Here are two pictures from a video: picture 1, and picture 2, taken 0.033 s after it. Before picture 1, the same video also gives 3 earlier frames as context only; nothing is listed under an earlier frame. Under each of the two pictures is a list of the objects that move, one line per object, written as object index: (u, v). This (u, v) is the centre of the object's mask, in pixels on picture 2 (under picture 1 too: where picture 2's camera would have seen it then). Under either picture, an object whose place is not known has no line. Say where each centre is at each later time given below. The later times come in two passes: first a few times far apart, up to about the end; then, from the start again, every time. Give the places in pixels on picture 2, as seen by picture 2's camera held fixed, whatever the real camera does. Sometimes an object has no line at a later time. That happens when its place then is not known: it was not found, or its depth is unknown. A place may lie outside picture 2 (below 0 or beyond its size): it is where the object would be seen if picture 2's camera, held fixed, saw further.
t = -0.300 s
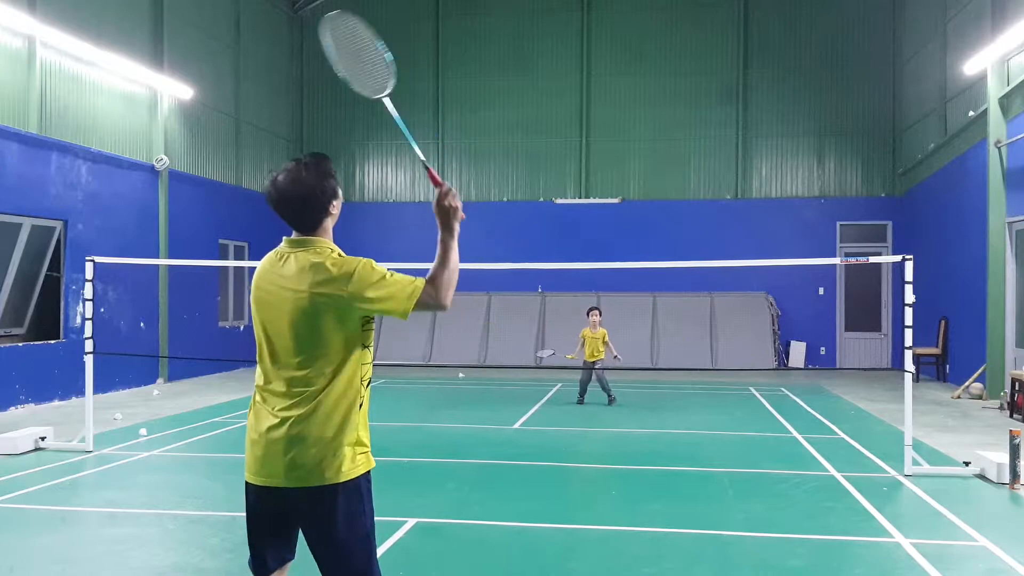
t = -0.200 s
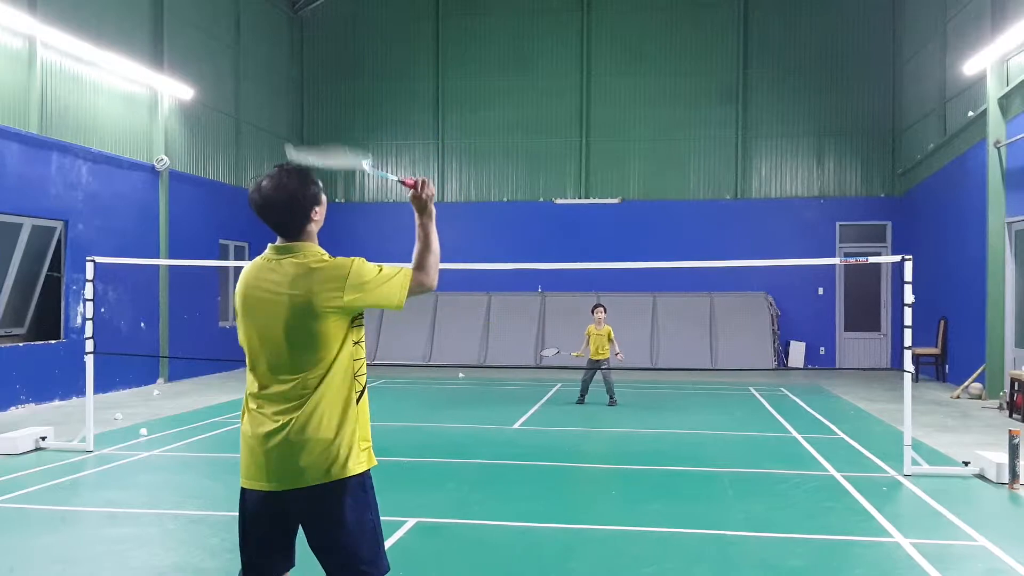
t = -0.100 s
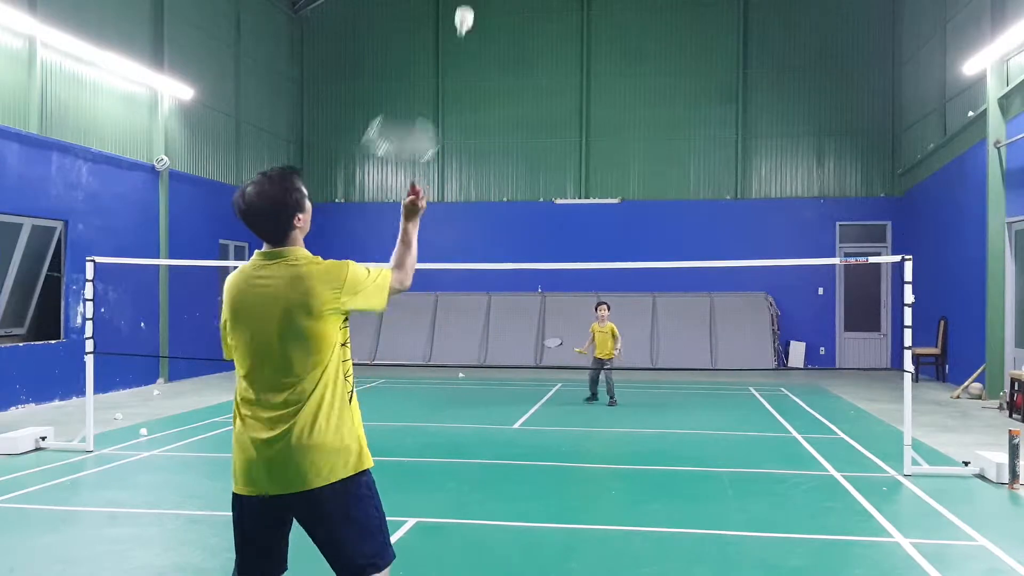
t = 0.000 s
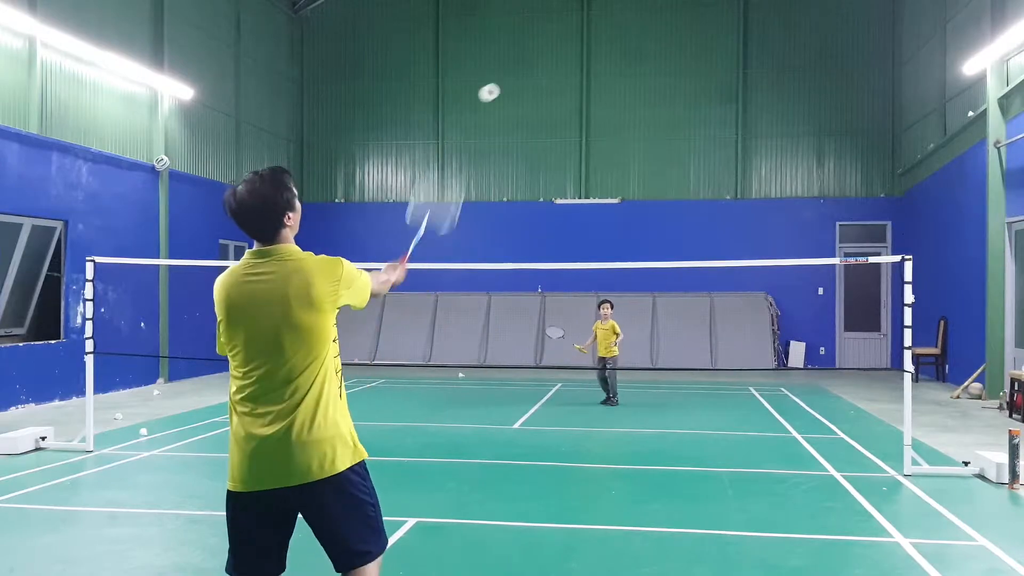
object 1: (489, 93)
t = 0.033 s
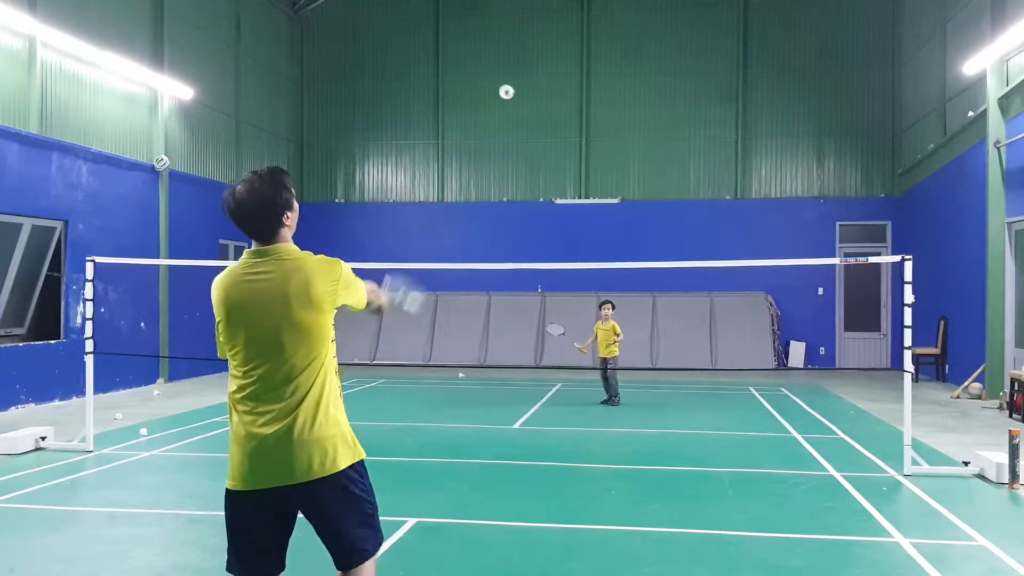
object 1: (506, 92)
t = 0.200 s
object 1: (540, 111)
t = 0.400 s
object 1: (556, 149)
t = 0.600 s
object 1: (565, 200)
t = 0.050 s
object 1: (511, 93)
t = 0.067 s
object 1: (515, 94)
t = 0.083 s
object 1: (520, 95)
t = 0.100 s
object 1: (524, 96)
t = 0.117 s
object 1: (528, 98)
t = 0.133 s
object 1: (531, 100)
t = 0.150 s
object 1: (533, 103)
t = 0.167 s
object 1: (536, 106)
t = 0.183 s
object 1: (538, 108)
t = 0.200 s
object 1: (540, 111)
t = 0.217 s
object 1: (542, 113)
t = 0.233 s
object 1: (544, 116)
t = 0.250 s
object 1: (545, 119)
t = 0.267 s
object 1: (547, 122)
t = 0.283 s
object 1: (548, 125)
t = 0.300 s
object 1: (549, 128)
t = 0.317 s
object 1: (551, 132)
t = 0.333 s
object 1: (552, 135)
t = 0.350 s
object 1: (553, 138)
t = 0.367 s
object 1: (554, 142)
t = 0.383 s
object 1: (555, 146)
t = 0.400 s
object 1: (556, 149)
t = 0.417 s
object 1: (557, 153)
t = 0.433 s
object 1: (558, 157)
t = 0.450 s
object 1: (559, 161)
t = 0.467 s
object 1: (559, 165)
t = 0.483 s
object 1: (560, 169)
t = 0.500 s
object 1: (561, 173)
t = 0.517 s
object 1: (562, 178)
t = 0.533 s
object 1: (563, 182)
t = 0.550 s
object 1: (563, 187)
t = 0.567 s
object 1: (564, 192)
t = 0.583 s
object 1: (565, 196)
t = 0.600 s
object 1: (565, 200)
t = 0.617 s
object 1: (566, 206)
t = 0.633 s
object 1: (567, 210)
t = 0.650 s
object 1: (568, 215)
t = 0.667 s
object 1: (568, 220)
